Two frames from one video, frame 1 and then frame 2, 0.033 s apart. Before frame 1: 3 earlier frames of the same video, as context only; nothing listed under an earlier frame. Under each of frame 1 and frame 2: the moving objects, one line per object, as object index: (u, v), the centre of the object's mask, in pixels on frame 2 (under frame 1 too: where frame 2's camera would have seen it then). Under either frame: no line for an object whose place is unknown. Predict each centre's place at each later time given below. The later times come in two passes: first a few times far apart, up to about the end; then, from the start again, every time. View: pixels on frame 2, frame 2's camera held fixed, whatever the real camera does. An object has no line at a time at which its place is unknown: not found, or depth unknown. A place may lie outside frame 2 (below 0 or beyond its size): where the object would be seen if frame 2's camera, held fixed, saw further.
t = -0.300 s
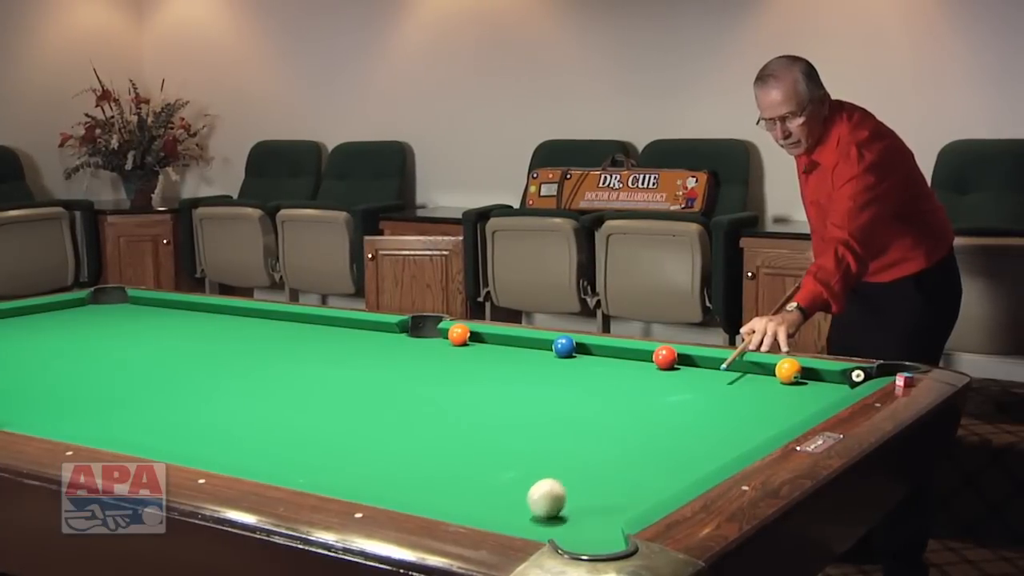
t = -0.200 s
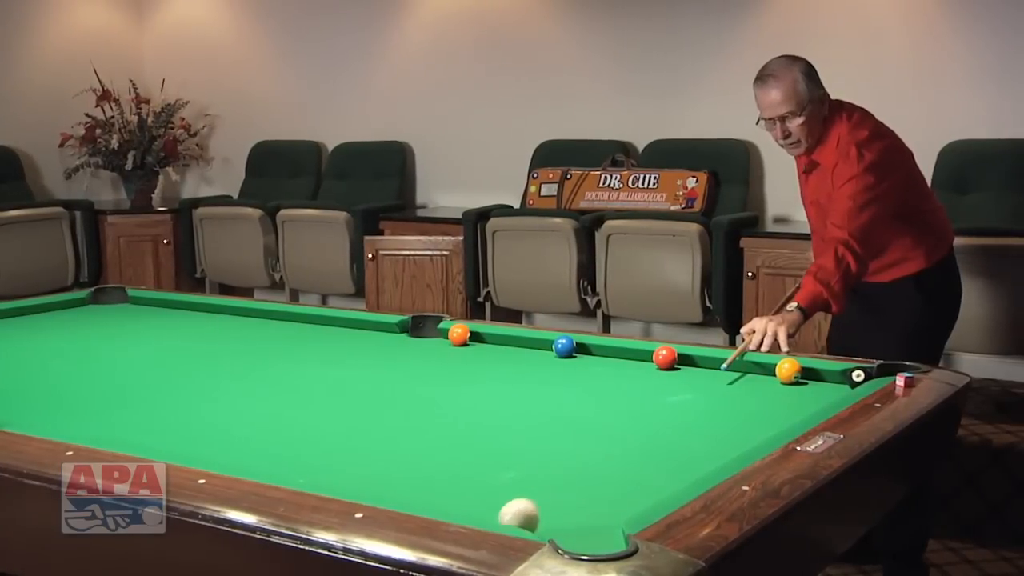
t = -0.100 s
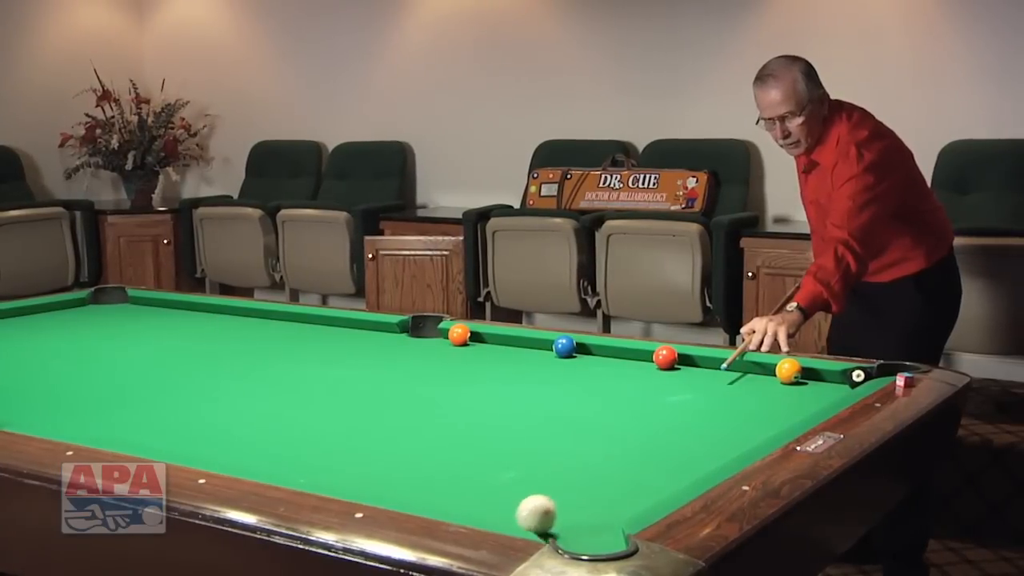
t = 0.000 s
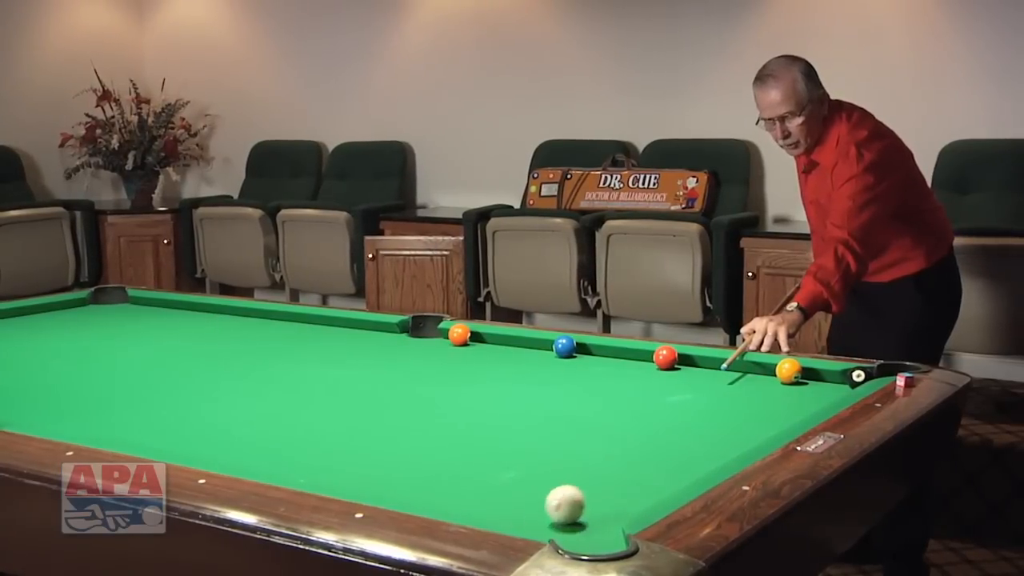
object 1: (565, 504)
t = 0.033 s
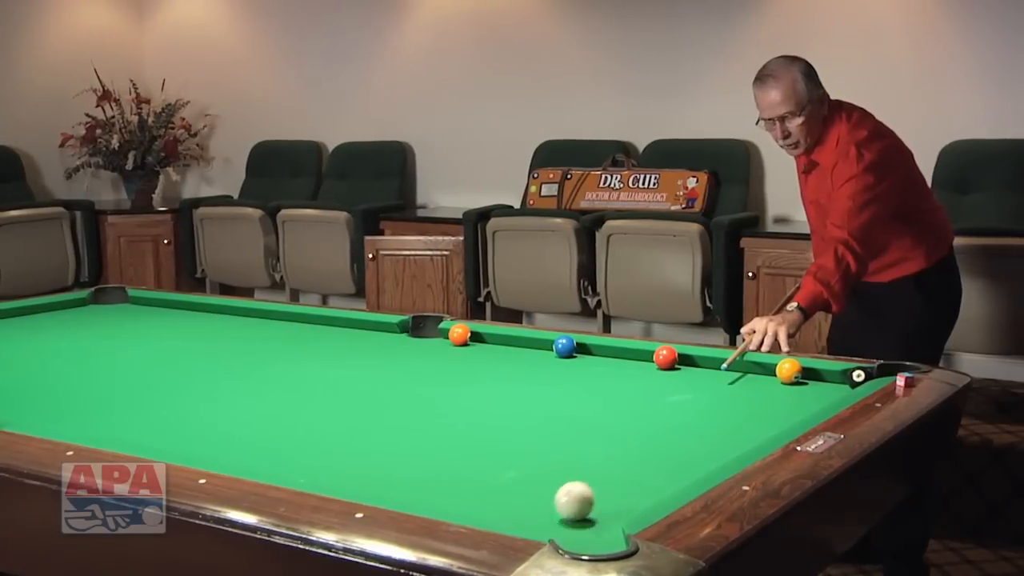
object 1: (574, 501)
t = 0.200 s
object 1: (618, 485)
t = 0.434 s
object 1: (672, 466)
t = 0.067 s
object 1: (583, 498)
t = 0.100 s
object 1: (592, 494)
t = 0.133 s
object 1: (601, 491)
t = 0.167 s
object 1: (609, 488)
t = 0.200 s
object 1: (618, 485)
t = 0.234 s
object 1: (626, 482)
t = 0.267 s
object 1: (634, 479)
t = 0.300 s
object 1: (642, 476)
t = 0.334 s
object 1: (650, 474)
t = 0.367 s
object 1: (657, 471)
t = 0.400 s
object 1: (665, 468)
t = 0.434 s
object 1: (672, 466)
